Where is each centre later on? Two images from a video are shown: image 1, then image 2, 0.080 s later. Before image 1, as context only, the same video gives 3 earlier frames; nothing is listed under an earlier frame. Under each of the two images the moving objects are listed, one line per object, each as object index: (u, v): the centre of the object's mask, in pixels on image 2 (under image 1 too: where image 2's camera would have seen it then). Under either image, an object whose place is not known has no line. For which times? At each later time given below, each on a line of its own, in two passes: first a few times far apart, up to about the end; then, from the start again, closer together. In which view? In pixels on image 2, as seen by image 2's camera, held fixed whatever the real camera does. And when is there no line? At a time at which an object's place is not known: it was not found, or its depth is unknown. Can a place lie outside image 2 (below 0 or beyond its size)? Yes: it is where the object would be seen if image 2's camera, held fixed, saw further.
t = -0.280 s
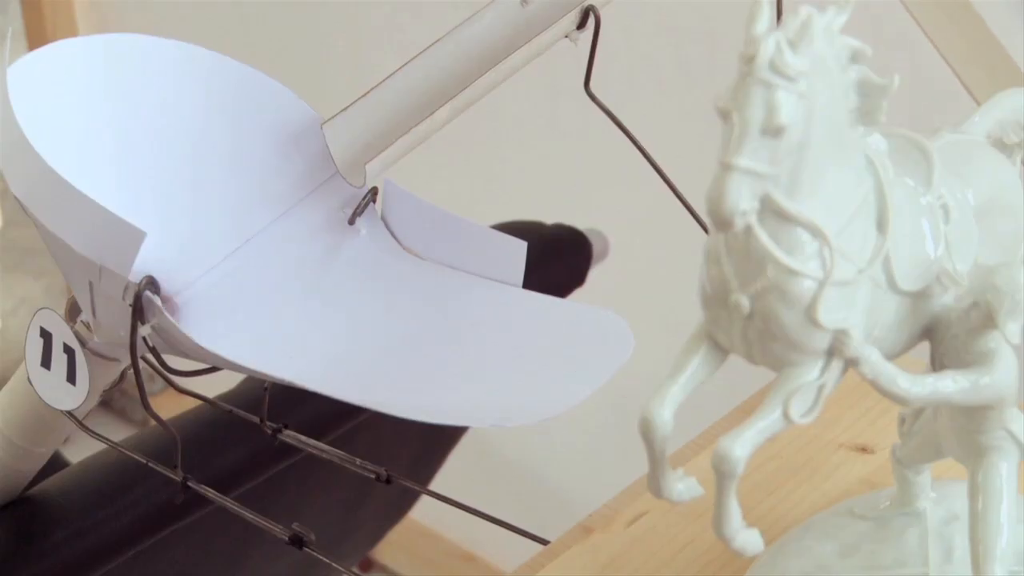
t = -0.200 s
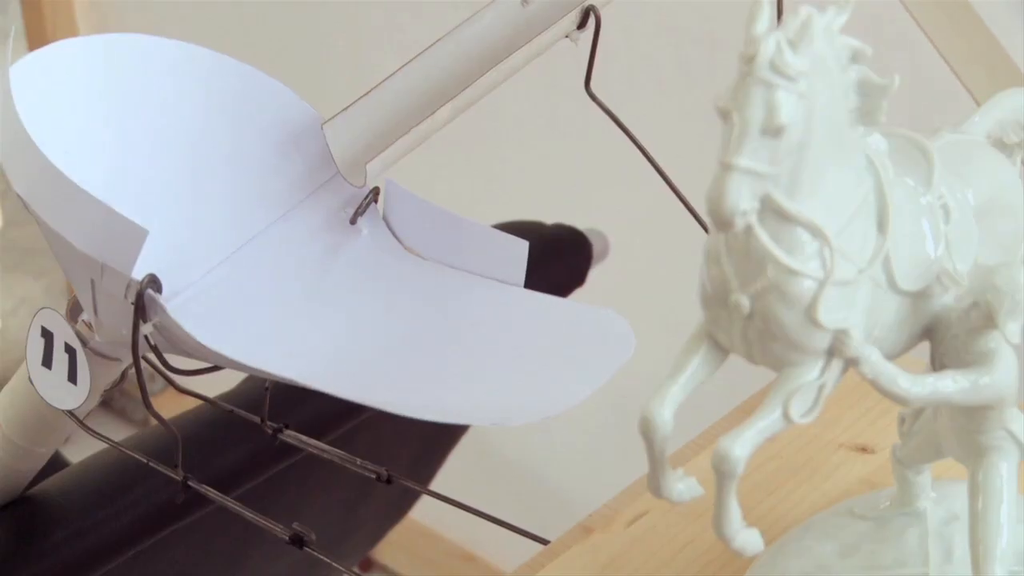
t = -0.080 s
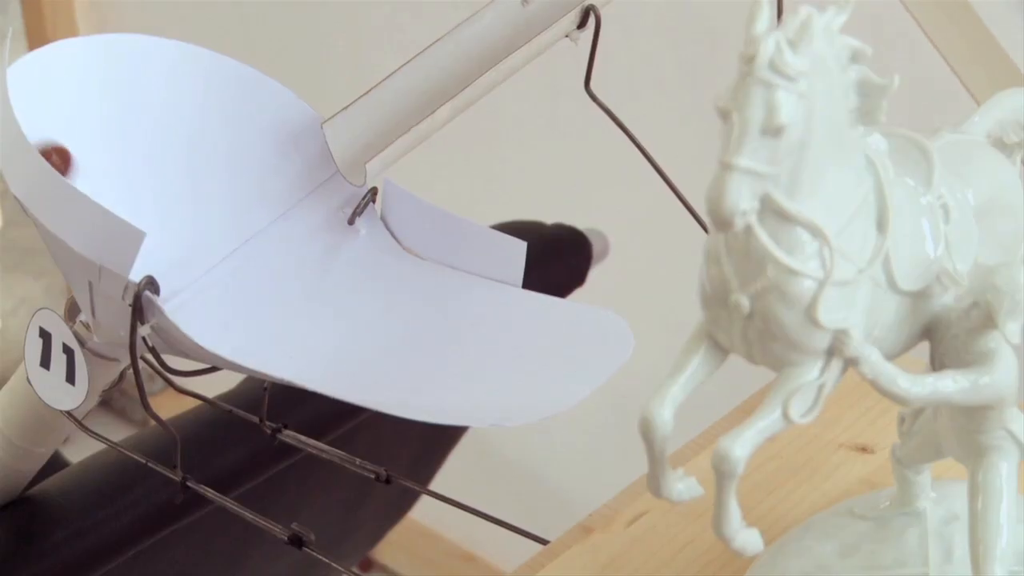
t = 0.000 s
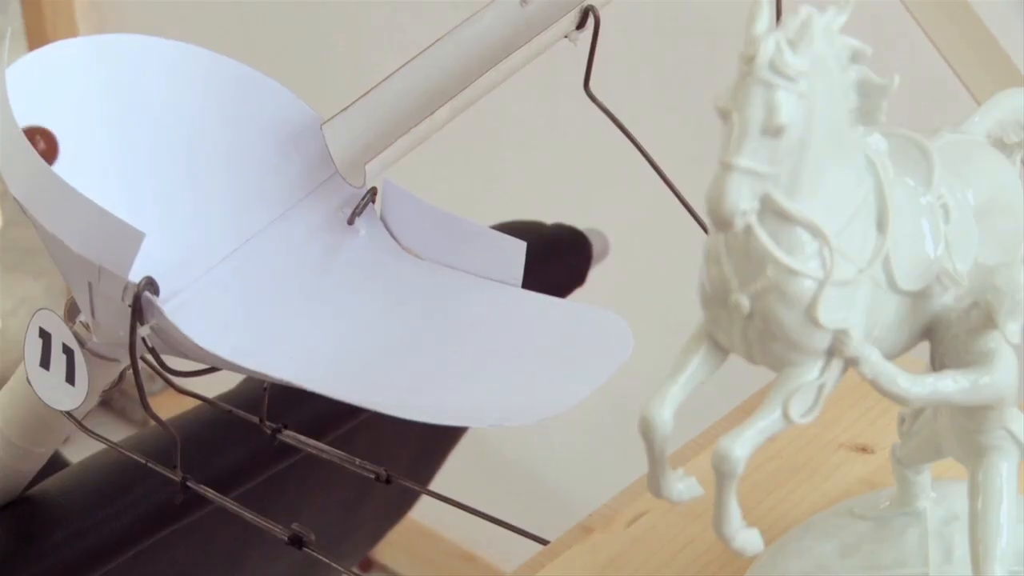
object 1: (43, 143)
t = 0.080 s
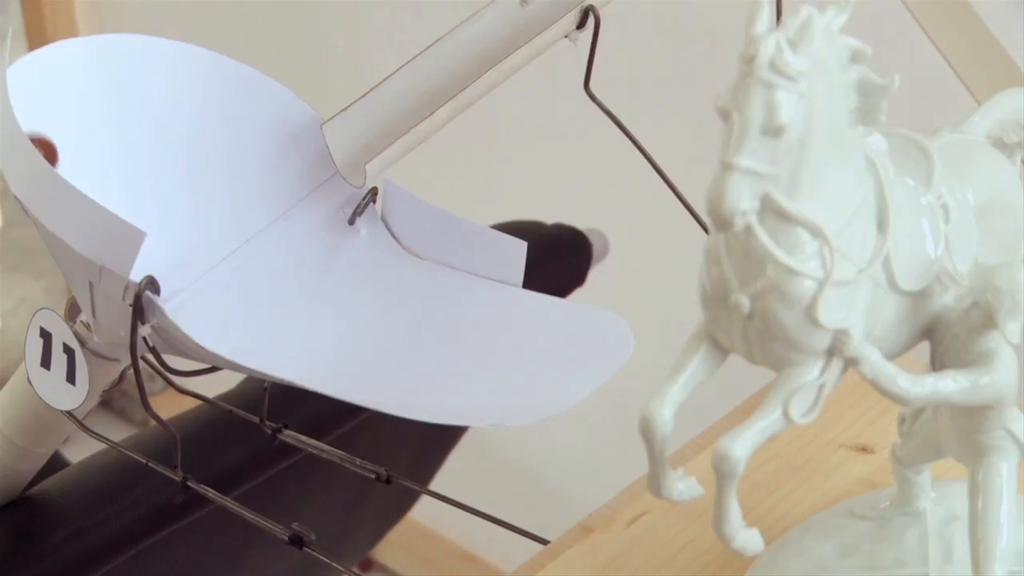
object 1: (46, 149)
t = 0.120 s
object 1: (52, 159)
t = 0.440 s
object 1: (230, 298)
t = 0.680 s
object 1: (232, 159)
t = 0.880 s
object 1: (223, 208)
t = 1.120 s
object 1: (186, 322)
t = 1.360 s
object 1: (211, 333)
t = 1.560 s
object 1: (279, 335)
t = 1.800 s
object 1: (320, 279)
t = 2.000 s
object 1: (303, 284)
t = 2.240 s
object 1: (231, 335)
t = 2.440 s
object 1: (186, 320)
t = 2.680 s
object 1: (183, 314)
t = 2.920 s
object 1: (143, 271)
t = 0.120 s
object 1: (52, 159)
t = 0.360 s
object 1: (178, 317)
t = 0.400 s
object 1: (205, 324)
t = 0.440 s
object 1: (230, 298)
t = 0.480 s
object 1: (240, 261)
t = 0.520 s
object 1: (240, 226)
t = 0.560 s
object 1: (237, 199)
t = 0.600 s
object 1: (236, 181)
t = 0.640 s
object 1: (234, 167)
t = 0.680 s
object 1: (232, 159)
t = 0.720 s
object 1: (230, 157)
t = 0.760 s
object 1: (228, 160)
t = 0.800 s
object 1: (226, 170)
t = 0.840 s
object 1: (224, 186)
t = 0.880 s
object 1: (223, 208)
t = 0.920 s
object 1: (221, 239)
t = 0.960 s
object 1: (218, 274)
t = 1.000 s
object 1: (208, 306)
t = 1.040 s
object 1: (197, 321)
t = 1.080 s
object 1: (190, 323)
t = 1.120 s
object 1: (186, 322)
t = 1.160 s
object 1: (185, 320)
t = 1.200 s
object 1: (186, 318)
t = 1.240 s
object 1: (189, 320)
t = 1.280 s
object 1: (195, 324)
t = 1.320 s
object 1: (203, 328)
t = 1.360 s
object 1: (211, 333)
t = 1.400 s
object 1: (223, 337)
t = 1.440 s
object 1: (236, 340)
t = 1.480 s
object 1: (250, 342)
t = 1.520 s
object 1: (265, 340)
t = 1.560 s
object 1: (279, 335)
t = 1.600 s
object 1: (291, 327)
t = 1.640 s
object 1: (302, 317)
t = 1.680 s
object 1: (309, 306)
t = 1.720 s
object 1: (314, 296)
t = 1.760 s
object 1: (318, 287)
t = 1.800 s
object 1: (320, 279)
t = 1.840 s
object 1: (320, 275)
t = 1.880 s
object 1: (318, 273)
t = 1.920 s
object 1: (315, 274)
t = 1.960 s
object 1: (310, 278)
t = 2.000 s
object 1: (303, 284)
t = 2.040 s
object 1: (295, 293)
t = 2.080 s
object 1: (286, 304)
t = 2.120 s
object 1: (274, 315)
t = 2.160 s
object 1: (260, 325)
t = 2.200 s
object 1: (245, 331)
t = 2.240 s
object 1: (231, 335)
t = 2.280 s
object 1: (218, 333)
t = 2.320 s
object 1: (207, 331)
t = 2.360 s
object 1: (198, 328)
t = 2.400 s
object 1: (192, 324)
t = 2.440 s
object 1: (186, 320)
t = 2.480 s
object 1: (183, 319)
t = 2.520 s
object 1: (182, 318)
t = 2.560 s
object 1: (182, 319)
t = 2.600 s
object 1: (183, 319)
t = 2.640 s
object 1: (184, 318)
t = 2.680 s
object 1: (183, 314)
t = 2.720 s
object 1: (182, 307)
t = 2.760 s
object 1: (177, 294)
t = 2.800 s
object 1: (168, 281)
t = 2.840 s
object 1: (157, 272)
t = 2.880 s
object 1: (150, 269)
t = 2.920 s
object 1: (143, 271)
